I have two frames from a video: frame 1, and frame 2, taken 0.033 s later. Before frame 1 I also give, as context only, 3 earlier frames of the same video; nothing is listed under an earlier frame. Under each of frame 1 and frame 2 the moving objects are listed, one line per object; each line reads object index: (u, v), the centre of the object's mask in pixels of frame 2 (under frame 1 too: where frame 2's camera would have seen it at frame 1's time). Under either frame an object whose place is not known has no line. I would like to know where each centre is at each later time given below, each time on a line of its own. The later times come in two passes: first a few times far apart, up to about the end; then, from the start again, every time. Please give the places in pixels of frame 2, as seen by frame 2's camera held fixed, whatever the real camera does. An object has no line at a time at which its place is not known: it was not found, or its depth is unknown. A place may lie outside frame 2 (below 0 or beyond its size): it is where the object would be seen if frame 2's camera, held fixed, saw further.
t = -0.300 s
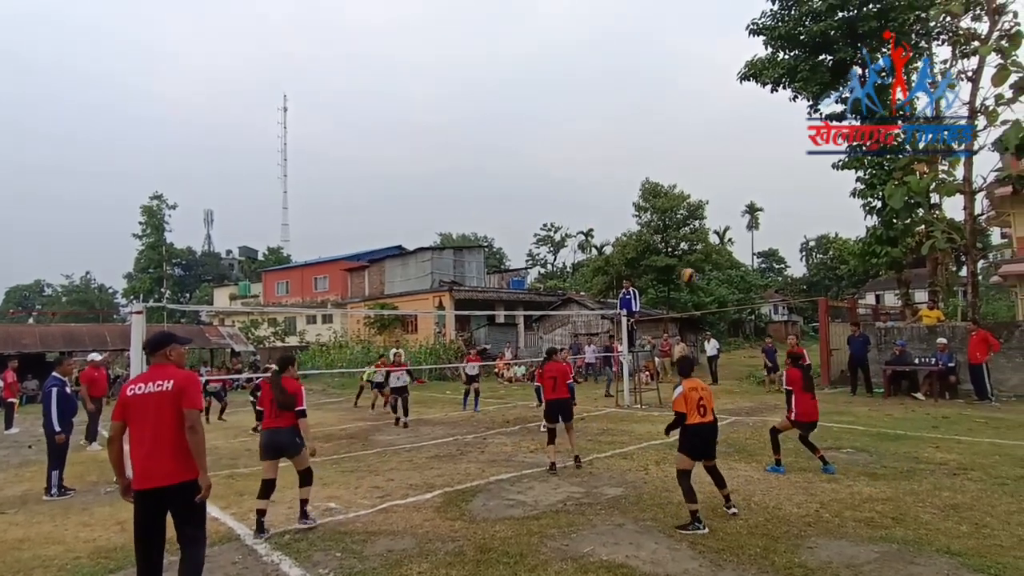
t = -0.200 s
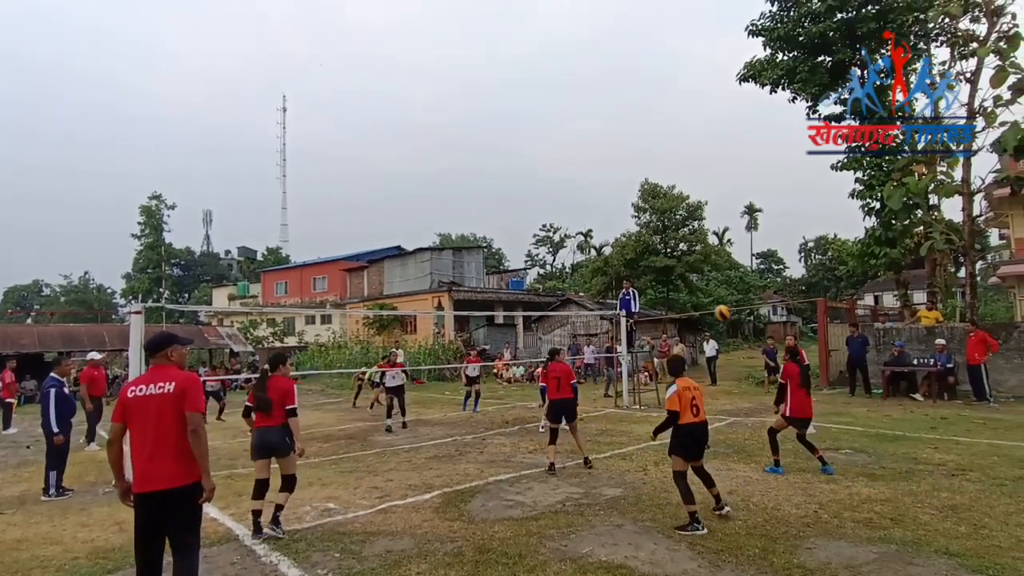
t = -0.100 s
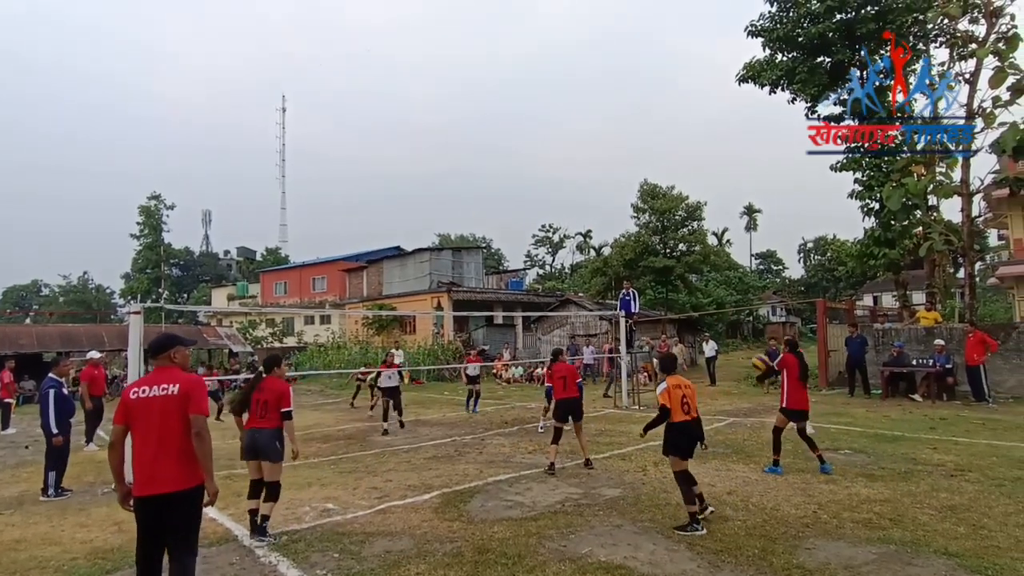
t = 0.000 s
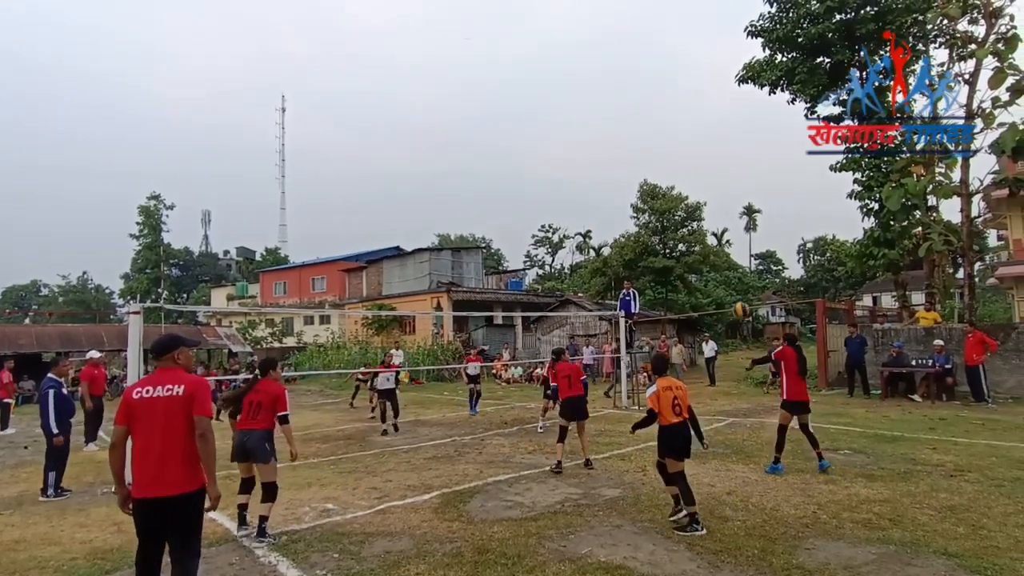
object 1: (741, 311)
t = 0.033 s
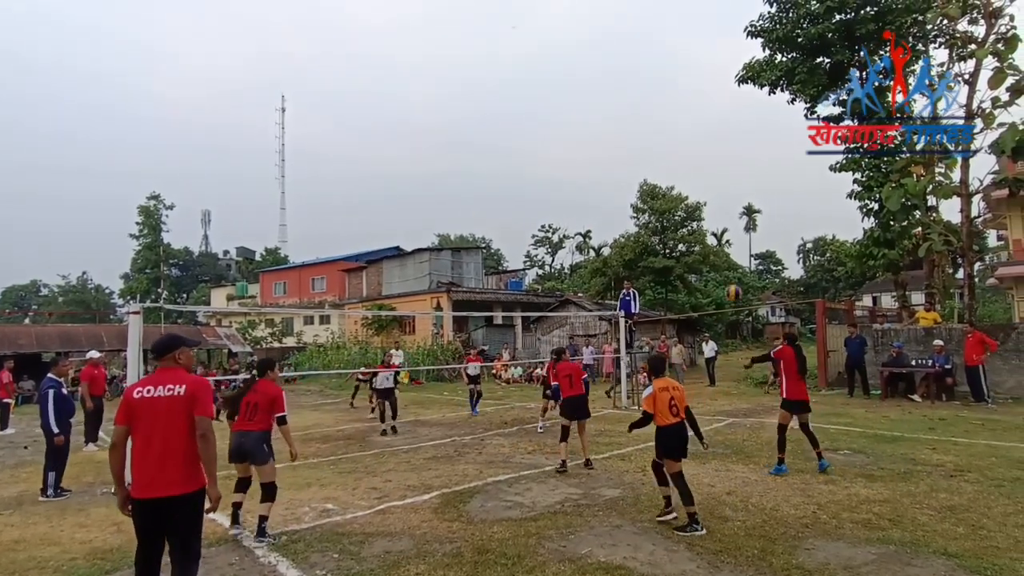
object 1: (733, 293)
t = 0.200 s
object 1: (698, 222)
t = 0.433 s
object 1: (656, 164)
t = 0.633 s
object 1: (624, 148)
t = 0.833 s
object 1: (596, 156)
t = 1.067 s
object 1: (567, 196)
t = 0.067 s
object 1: (725, 276)
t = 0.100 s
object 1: (718, 261)
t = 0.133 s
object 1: (711, 248)
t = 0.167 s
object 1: (705, 235)
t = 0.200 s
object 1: (698, 222)
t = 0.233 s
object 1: (693, 210)
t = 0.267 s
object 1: (686, 200)
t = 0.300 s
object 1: (680, 193)
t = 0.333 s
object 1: (673, 184)
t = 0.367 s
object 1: (668, 177)
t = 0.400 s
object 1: (662, 170)
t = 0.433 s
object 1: (656, 164)
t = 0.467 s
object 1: (651, 160)
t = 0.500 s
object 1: (645, 156)
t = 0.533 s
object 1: (640, 153)
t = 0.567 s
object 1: (635, 150)
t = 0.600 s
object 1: (630, 148)
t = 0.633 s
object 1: (624, 148)
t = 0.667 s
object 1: (620, 147)
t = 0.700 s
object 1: (615, 148)
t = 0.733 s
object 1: (610, 149)
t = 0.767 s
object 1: (605, 151)
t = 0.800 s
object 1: (601, 153)
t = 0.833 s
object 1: (596, 156)
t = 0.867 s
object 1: (592, 160)
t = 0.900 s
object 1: (587, 164)
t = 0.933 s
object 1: (583, 170)
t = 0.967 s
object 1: (579, 176)
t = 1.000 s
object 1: (575, 182)
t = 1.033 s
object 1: (571, 189)
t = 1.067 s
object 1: (567, 196)
